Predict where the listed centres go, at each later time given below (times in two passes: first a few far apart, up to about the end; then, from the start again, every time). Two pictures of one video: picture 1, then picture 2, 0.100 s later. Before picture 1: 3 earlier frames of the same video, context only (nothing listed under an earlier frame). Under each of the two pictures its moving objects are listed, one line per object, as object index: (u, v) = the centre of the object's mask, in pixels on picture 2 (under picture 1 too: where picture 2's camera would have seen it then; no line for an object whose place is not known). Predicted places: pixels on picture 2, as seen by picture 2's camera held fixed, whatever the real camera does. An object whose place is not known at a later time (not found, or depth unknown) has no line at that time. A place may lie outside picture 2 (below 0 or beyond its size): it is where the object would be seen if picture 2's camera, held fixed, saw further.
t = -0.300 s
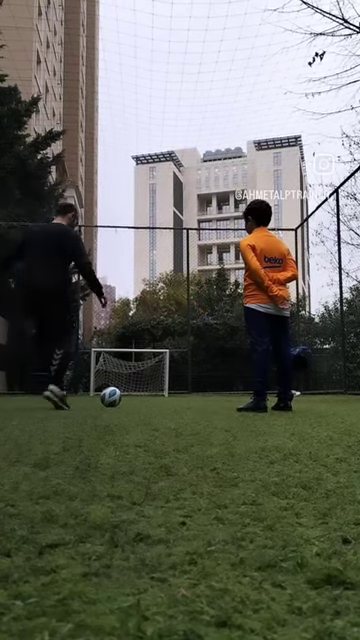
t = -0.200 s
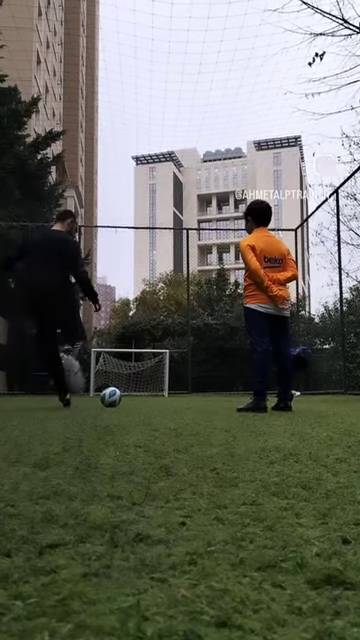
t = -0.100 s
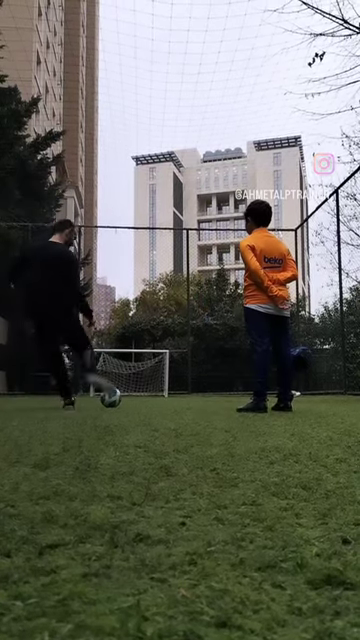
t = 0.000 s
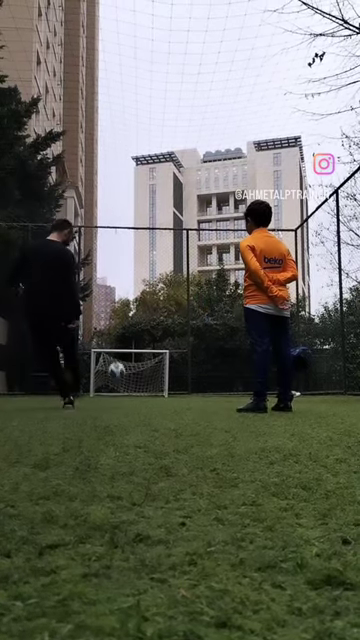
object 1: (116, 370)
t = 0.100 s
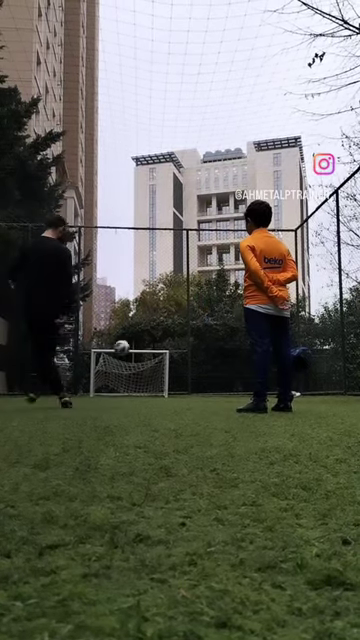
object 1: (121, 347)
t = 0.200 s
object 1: (126, 336)
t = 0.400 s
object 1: (131, 332)
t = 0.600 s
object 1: (135, 346)
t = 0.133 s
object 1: (123, 342)
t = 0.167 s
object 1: (125, 339)
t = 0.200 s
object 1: (126, 336)
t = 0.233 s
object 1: (127, 333)
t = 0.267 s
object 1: (128, 331)
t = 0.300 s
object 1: (128, 331)
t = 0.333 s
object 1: (130, 331)
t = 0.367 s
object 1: (130, 332)
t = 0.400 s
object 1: (131, 332)
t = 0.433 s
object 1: (132, 334)
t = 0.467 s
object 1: (133, 336)
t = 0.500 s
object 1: (133, 338)
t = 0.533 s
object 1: (134, 340)
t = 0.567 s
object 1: (135, 343)
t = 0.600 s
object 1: (135, 346)
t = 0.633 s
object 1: (135, 346)
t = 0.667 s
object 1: (136, 353)
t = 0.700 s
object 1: (137, 363)
